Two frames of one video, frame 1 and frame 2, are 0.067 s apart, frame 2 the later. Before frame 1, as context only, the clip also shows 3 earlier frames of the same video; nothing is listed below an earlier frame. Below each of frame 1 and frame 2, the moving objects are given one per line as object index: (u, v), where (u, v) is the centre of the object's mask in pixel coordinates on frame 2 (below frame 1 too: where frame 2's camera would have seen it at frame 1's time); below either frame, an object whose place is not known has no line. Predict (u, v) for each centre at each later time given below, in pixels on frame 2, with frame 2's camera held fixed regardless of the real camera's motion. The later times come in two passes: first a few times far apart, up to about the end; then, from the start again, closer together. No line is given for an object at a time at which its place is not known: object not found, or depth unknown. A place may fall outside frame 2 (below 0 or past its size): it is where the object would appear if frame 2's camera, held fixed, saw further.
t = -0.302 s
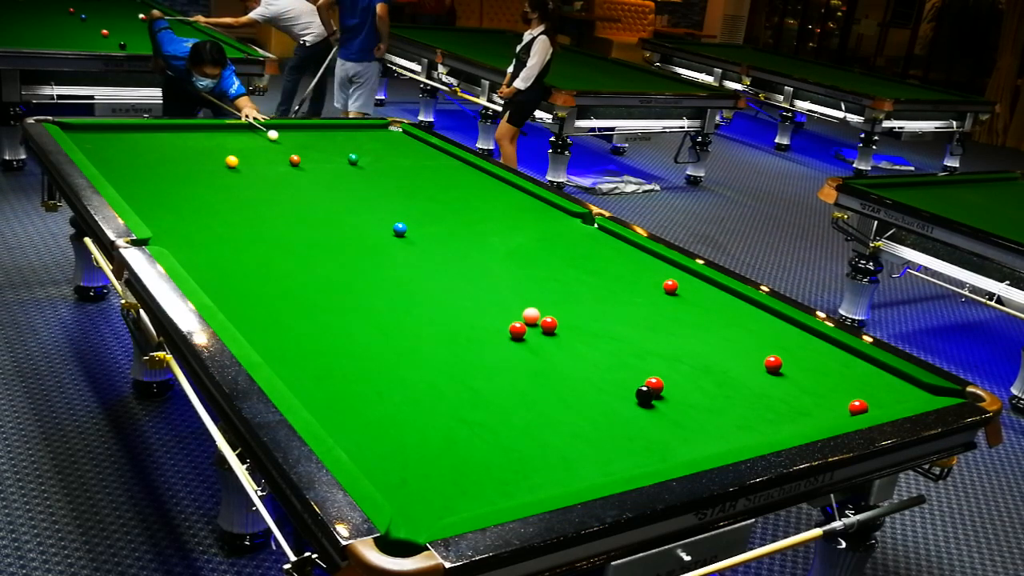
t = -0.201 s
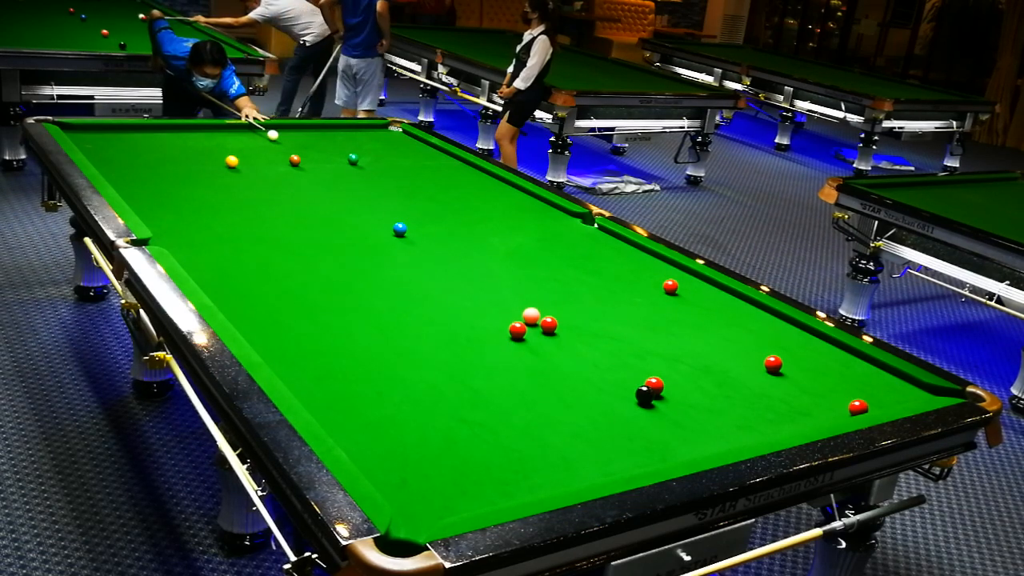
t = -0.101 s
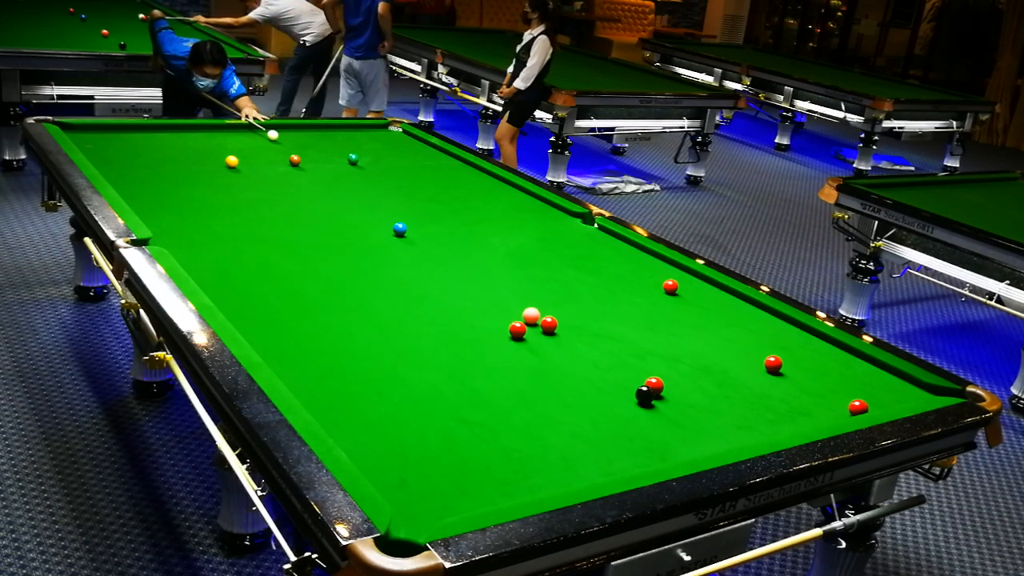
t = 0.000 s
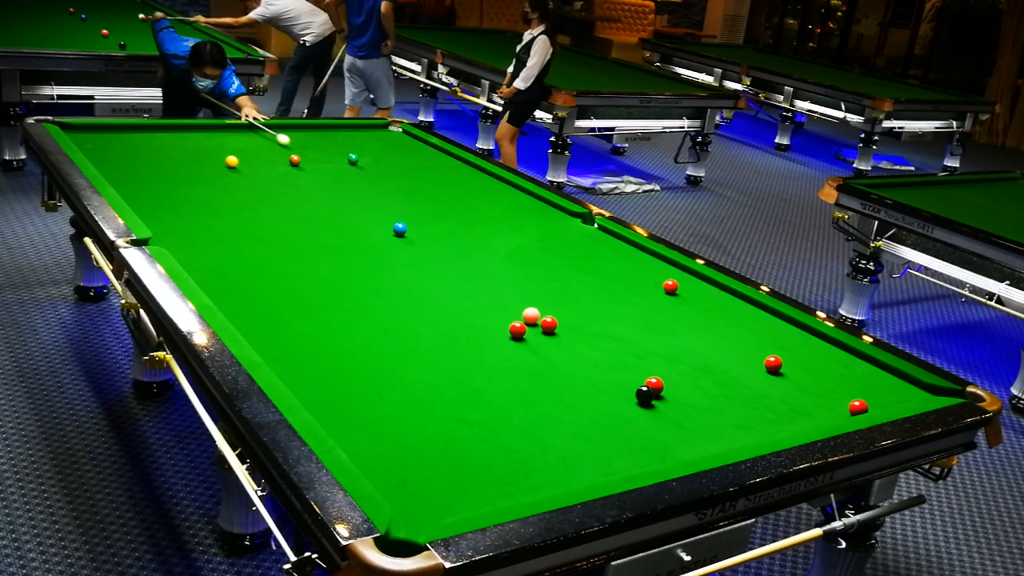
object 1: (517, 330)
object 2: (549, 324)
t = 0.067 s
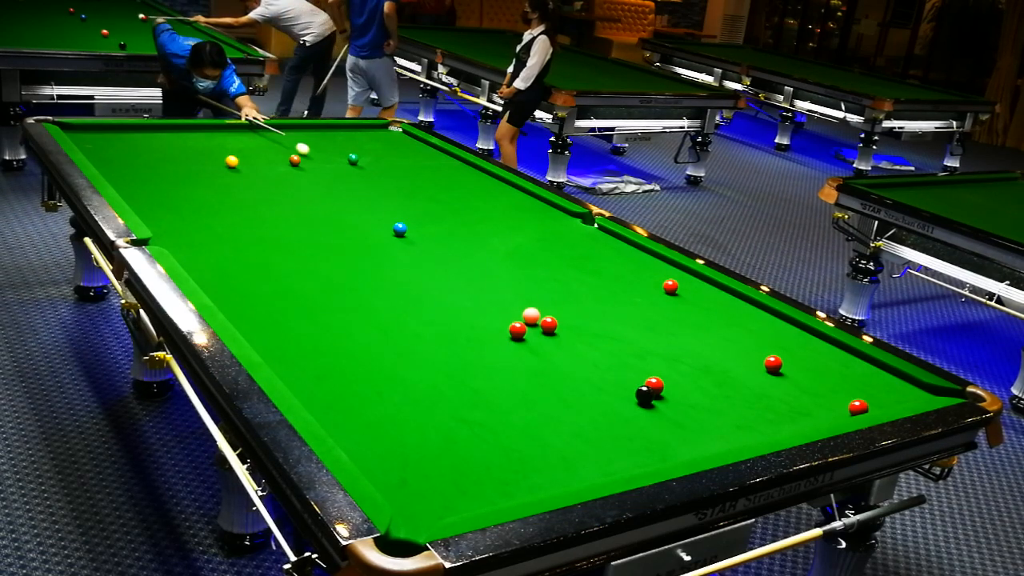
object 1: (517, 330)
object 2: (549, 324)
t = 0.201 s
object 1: (517, 330)
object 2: (549, 324)
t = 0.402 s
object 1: (517, 330)
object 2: (549, 324)
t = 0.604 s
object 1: (517, 330)
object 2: (549, 324)
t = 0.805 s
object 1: (517, 330)
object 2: (549, 324)
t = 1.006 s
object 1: (517, 330)
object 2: (549, 324)
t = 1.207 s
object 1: (517, 330)
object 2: (549, 324)
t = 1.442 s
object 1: (517, 330)
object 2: (549, 324)
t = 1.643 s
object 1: (517, 330)
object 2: (549, 324)
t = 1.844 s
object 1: (517, 330)
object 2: (549, 324)
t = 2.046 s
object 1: (517, 330)
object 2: (549, 324)
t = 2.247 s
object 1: (508, 331)
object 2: (547, 318)
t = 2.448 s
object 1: (483, 332)
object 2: (549, 312)
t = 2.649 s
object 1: (460, 334)
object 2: (551, 305)
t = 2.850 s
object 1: (438, 336)
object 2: (553, 300)
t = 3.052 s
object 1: (416, 338)
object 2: (555, 295)
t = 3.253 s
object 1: (395, 340)
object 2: (556, 291)
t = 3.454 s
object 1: (375, 341)
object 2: (557, 287)
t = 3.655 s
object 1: (357, 343)
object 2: (558, 283)
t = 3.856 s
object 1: (339, 344)
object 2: (559, 280)
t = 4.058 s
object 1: (323, 346)
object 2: (560, 278)
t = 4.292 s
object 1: (306, 347)
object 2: (561, 275)
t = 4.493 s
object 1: (293, 348)
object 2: (562, 274)
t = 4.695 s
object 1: (282, 350)
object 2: (563, 273)
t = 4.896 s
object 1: (272, 351)
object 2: (564, 272)
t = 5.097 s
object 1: (265, 350)
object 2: (565, 271)
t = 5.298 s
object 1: (265, 351)
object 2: (566, 271)
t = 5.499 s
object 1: (268, 351)
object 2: (566, 271)
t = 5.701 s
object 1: (269, 351)
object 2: (566, 271)
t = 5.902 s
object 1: (269, 351)
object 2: (566, 271)
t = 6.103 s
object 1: (269, 351)
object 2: (566, 271)
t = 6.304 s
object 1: (269, 351)
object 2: (566, 271)
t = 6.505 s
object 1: (269, 351)
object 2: (566, 271)
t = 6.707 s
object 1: (269, 351)
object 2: (566, 271)
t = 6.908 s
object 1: (269, 351)
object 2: (566, 271)
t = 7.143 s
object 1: (269, 351)
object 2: (566, 271)
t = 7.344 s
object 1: (269, 351)
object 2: (566, 271)
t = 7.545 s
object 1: (269, 351)
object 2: (566, 271)
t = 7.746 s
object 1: (269, 351)
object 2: (566, 271)
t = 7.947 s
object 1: (269, 351)
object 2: (566, 271)
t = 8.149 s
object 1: (269, 351)
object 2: (566, 271)
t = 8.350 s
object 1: (269, 351)
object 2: (566, 271)
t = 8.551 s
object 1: (269, 351)
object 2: (566, 271)
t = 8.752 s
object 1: (269, 351)
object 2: (566, 271)
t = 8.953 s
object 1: (269, 351)
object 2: (566, 271)
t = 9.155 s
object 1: (269, 351)
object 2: (566, 271)
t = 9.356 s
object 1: (269, 351)
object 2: (566, 271)
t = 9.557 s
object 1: (269, 351)
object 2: (566, 271)
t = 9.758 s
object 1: (269, 351)
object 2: (566, 271)
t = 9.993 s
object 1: (269, 351)
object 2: (566, 271)
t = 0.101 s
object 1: (517, 330)
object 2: (549, 324)
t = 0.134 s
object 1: (517, 330)
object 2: (549, 324)
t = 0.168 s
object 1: (517, 330)
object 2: (549, 324)
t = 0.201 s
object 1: (517, 330)
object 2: (549, 324)
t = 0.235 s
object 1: (517, 330)
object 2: (549, 324)
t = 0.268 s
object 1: (517, 330)
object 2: (549, 324)
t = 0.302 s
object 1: (517, 330)
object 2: (549, 324)
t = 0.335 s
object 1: (517, 330)
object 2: (549, 324)
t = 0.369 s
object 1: (517, 330)
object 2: (549, 324)
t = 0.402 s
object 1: (517, 330)
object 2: (549, 324)
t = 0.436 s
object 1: (517, 330)
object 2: (549, 324)
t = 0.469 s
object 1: (517, 330)
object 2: (549, 324)
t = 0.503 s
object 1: (517, 330)
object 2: (549, 324)
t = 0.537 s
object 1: (517, 330)
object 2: (549, 324)
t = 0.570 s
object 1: (517, 330)
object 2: (549, 324)
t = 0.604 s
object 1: (517, 330)
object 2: (549, 324)
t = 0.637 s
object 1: (517, 330)
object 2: (549, 324)
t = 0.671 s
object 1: (517, 330)
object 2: (549, 324)
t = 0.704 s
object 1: (517, 330)
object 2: (549, 324)
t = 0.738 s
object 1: (517, 330)
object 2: (549, 324)
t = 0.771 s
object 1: (517, 330)
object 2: (549, 324)
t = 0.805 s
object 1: (517, 330)
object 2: (549, 324)
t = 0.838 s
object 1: (517, 330)
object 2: (549, 324)
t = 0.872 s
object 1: (517, 330)
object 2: (549, 324)
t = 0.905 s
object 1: (517, 330)
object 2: (549, 324)
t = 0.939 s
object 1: (517, 330)
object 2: (549, 324)
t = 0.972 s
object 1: (517, 330)
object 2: (549, 324)
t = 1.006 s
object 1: (517, 330)
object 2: (549, 324)
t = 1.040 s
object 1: (517, 330)
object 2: (549, 324)
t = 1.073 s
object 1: (517, 330)
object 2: (549, 324)
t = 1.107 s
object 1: (517, 330)
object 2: (549, 324)
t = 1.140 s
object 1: (517, 330)
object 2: (549, 324)
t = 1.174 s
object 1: (517, 331)
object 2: (549, 324)
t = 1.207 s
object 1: (517, 330)
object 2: (549, 324)
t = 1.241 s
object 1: (517, 330)
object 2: (549, 324)
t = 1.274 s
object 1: (517, 330)
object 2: (549, 324)
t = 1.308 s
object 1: (517, 330)
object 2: (549, 324)
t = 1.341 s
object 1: (517, 330)
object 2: (549, 324)
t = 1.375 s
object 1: (517, 330)
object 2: (549, 324)
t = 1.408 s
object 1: (517, 330)
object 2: (549, 324)
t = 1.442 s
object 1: (517, 330)
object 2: (549, 324)
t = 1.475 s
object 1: (517, 330)
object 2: (549, 324)
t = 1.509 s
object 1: (517, 330)
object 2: (549, 324)
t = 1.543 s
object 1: (517, 330)
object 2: (549, 324)
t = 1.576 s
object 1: (517, 330)
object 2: (549, 324)
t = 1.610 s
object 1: (517, 330)
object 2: (549, 324)
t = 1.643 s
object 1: (517, 330)
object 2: (549, 324)
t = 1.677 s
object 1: (517, 330)
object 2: (549, 324)
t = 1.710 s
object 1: (517, 330)
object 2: (549, 324)
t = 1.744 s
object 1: (517, 330)
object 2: (549, 324)
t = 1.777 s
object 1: (517, 330)
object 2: (549, 324)
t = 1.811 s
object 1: (517, 330)
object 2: (549, 324)
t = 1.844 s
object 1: (517, 330)
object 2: (549, 324)
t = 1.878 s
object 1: (517, 330)
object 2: (549, 324)
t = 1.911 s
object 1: (517, 330)
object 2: (549, 324)
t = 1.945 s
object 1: (517, 330)
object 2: (549, 324)
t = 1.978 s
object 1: (517, 330)
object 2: (549, 324)
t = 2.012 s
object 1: (517, 330)
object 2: (549, 324)
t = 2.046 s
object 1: (517, 330)
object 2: (549, 324)
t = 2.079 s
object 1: (517, 330)
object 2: (549, 324)
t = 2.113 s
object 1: (517, 330)
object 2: (548, 321)
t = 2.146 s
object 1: (517, 330)
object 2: (550, 320)
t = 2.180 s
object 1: (517, 330)
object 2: (549, 321)
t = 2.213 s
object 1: (513, 331)
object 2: (548, 320)
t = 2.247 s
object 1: (508, 331)
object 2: (547, 318)
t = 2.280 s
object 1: (503, 331)
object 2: (548, 317)
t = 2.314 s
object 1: (499, 331)
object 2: (548, 316)
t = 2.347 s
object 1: (495, 332)
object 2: (548, 315)
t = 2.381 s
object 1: (491, 332)
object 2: (549, 314)
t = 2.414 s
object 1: (487, 332)
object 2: (549, 313)
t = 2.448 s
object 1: (483, 332)
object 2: (549, 312)
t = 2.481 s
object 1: (479, 333)
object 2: (550, 311)
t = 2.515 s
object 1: (476, 334)
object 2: (550, 310)
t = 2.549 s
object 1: (472, 334)
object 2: (550, 309)
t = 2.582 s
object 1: (468, 334)
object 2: (551, 308)
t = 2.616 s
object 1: (464, 334)
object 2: (551, 306)
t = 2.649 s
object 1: (460, 334)
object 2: (551, 305)
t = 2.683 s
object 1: (456, 335)
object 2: (552, 305)
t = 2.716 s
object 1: (452, 335)
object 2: (552, 304)
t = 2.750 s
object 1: (449, 335)
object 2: (552, 302)
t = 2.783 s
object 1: (445, 335)
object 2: (552, 302)
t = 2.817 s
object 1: (441, 335)
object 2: (553, 301)
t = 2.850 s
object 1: (438, 336)
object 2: (553, 300)
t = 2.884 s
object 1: (434, 336)
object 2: (553, 299)
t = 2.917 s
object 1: (430, 337)
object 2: (553, 298)
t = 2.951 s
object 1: (426, 337)
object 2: (554, 297)
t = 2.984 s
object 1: (423, 337)
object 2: (554, 297)
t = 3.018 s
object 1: (419, 337)
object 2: (554, 296)
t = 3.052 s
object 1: (416, 338)
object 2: (555, 295)
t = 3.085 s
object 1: (412, 338)
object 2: (555, 294)
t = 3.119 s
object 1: (409, 339)
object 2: (555, 293)
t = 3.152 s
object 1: (405, 339)
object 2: (555, 293)
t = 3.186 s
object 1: (402, 339)
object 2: (556, 292)
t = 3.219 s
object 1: (398, 339)
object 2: (556, 291)
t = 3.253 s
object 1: (395, 340)
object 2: (556, 291)
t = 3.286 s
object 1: (391, 340)
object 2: (556, 290)
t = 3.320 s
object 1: (388, 340)
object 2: (556, 289)
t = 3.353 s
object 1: (385, 340)
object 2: (556, 289)
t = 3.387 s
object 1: (382, 341)
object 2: (557, 288)
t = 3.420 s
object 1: (378, 341)
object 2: (557, 287)
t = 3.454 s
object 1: (375, 341)
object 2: (557, 287)
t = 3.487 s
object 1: (372, 342)
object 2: (557, 286)
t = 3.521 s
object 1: (369, 342)
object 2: (557, 286)
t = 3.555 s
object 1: (366, 342)
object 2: (558, 285)
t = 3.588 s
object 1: (363, 342)
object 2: (558, 284)
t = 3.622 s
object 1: (360, 343)
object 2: (558, 284)
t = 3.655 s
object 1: (357, 343)
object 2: (558, 283)
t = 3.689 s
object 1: (354, 343)
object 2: (558, 283)
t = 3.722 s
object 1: (351, 344)
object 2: (558, 282)
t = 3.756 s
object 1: (348, 344)
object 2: (558, 282)
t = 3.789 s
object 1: (345, 344)
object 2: (559, 281)
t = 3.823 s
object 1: (342, 344)
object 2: (559, 281)
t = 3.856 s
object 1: (339, 344)
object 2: (559, 280)
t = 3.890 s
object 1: (336, 345)
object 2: (559, 280)
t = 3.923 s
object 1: (334, 346)
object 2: (559, 279)
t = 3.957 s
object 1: (331, 346)
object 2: (559, 279)
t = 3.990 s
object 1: (329, 346)
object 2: (560, 279)
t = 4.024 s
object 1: (326, 346)
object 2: (560, 278)
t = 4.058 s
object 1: (323, 346)
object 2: (560, 278)
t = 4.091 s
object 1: (321, 346)
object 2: (560, 277)
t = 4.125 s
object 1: (318, 346)
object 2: (560, 277)
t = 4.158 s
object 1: (316, 347)
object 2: (560, 277)
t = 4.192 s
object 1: (313, 347)
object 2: (560, 276)
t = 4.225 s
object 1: (311, 347)
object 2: (561, 276)
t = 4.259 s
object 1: (308, 347)
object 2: (561, 276)
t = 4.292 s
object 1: (306, 347)
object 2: (561, 275)
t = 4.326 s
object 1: (304, 347)
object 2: (561, 275)
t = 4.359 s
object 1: (301, 348)
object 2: (561, 275)
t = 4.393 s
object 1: (299, 348)
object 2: (562, 274)
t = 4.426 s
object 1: (297, 348)
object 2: (562, 274)
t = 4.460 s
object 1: (295, 348)
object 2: (562, 274)
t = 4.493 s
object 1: (293, 348)
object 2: (562, 274)
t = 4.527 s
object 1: (291, 349)
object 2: (562, 274)
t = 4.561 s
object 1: (289, 349)
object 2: (562, 273)
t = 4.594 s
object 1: (287, 349)
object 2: (563, 273)
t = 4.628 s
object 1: (285, 349)
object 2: (563, 273)
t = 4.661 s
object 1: (283, 350)
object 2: (563, 273)
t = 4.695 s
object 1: (282, 350)
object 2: (563, 273)
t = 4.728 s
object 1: (280, 350)
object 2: (564, 272)
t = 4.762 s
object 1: (278, 350)
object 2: (564, 272)
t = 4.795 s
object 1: (276, 350)
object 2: (564, 272)
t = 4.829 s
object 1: (275, 351)
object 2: (564, 272)
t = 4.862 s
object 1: (273, 351)
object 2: (564, 272)
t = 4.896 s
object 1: (272, 351)
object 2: (564, 272)
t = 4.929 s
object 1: (270, 351)
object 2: (564, 272)
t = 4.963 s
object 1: (269, 351)
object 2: (564, 271)
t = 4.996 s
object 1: (268, 351)
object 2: (565, 271)
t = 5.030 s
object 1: (266, 351)
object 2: (565, 271)
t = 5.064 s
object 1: (266, 351)
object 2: (565, 271)
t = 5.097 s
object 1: (265, 350)
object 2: (565, 271)
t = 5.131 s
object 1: (263, 350)
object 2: (565, 271)
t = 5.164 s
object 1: (263, 350)
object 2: (566, 271)
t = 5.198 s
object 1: (264, 350)
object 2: (566, 271)
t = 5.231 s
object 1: (264, 350)
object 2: (566, 271)
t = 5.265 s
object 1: (265, 351)
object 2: (566, 271)
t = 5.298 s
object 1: (265, 351)
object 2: (566, 271)
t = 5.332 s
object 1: (266, 351)
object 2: (566, 271)
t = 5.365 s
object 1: (266, 351)
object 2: (566, 271)
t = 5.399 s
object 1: (266, 351)
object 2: (566, 271)
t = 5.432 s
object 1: (267, 351)
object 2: (566, 271)
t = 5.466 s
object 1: (267, 351)
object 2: (566, 271)
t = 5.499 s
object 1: (268, 351)
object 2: (566, 271)
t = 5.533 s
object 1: (268, 351)
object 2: (566, 271)
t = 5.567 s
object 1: (268, 351)
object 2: (566, 271)
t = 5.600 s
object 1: (268, 351)
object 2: (566, 271)
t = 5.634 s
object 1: (269, 351)
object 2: (566, 271)
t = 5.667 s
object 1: (269, 351)
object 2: (566, 271)
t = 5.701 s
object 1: (269, 351)
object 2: (566, 271)
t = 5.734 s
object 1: (269, 351)
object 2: (566, 271)
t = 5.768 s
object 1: (269, 351)
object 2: (566, 271)
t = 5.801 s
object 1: (269, 351)
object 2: (566, 271)
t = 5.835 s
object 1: (269, 351)
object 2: (566, 271)
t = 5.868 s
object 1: (269, 351)
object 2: (566, 271)
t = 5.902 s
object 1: (269, 351)
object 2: (566, 271)
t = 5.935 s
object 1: (269, 351)
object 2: (566, 271)
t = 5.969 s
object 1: (269, 351)
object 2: (566, 271)
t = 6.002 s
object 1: (269, 351)
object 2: (566, 271)
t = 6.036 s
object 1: (269, 351)
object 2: (566, 271)
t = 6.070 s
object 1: (269, 351)
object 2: (566, 271)
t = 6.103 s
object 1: (269, 351)
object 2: (566, 271)
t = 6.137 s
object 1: (269, 351)
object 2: (566, 271)
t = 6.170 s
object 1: (269, 351)
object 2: (566, 271)
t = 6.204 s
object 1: (269, 351)
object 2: (566, 271)
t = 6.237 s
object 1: (269, 351)
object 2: (566, 271)
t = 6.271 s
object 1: (269, 351)
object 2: (566, 271)
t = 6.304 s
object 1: (269, 351)
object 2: (566, 271)
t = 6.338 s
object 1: (269, 351)
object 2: (566, 271)
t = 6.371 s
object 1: (269, 351)
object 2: (566, 271)
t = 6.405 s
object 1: (269, 351)
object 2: (566, 271)
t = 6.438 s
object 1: (269, 351)
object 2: (566, 271)
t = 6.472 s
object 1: (269, 351)
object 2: (566, 271)
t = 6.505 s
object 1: (269, 351)
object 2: (566, 271)
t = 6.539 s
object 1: (269, 351)
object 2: (566, 271)
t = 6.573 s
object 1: (269, 351)
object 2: (566, 271)
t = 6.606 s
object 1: (269, 351)
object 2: (566, 271)
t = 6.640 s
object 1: (269, 351)
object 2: (566, 271)
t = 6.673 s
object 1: (269, 351)
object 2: (566, 271)
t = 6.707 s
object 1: (269, 351)
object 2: (566, 271)
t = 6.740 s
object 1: (269, 351)
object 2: (566, 271)
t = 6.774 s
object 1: (269, 351)
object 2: (566, 271)
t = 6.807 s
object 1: (269, 351)
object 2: (566, 271)
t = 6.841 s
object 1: (269, 351)
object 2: (566, 271)
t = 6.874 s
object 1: (269, 351)
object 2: (566, 271)
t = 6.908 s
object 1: (269, 351)
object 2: (566, 271)
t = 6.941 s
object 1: (269, 351)
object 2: (566, 271)
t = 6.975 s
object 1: (269, 351)
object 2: (566, 271)
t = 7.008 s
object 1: (269, 351)
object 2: (566, 271)
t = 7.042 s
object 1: (269, 351)
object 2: (566, 271)
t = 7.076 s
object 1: (269, 351)
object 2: (566, 271)
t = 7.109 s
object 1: (269, 351)
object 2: (566, 271)
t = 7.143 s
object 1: (269, 351)
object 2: (566, 271)
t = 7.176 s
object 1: (269, 351)
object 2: (566, 271)
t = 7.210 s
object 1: (269, 351)
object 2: (566, 271)
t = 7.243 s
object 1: (269, 351)
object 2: (566, 271)
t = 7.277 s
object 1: (269, 351)
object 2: (566, 271)
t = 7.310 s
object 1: (269, 351)
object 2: (566, 271)
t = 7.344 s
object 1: (269, 351)
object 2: (566, 271)
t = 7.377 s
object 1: (269, 351)
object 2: (566, 271)
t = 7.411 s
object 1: (269, 351)
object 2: (566, 271)
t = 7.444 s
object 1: (269, 351)
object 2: (566, 271)
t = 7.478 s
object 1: (269, 351)
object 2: (566, 271)
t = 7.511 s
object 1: (269, 351)
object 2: (566, 271)
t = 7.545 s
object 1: (269, 351)
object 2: (566, 271)
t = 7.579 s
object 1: (269, 351)
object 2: (566, 271)
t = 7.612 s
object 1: (269, 351)
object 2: (566, 271)
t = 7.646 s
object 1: (269, 351)
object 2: (566, 271)
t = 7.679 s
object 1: (269, 351)
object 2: (566, 271)
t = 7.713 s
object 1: (269, 351)
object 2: (566, 271)
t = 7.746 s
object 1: (269, 351)
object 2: (566, 271)
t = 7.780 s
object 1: (269, 351)
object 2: (566, 271)
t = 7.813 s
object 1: (269, 351)
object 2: (566, 271)
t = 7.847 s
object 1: (269, 351)
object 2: (566, 271)
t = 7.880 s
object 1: (269, 351)
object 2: (566, 271)
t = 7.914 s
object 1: (269, 351)
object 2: (566, 271)
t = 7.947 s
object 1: (269, 351)
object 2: (566, 271)
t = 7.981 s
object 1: (269, 351)
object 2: (566, 271)
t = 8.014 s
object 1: (269, 351)
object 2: (566, 271)
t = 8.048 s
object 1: (269, 351)
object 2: (566, 271)
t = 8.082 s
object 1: (269, 351)
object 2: (566, 271)
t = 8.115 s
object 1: (269, 351)
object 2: (566, 271)
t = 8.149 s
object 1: (269, 351)
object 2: (566, 271)
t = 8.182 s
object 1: (269, 351)
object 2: (566, 271)
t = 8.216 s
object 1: (269, 351)
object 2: (566, 271)
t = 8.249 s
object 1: (269, 351)
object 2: (566, 271)
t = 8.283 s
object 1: (269, 351)
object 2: (566, 271)
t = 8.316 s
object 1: (269, 351)
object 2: (566, 271)
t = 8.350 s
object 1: (269, 351)
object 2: (566, 271)
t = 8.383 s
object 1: (269, 351)
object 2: (566, 271)
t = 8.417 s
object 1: (269, 351)
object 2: (566, 271)
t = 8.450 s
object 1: (269, 351)
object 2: (566, 271)
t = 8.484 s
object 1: (269, 351)
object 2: (566, 271)
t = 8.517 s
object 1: (269, 351)
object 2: (566, 271)
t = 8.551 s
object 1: (269, 351)
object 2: (566, 271)
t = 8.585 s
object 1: (269, 351)
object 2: (566, 271)
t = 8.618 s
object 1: (269, 351)
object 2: (566, 271)
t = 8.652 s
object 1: (269, 351)
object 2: (566, 271)
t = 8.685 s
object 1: (269, 351)
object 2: (566, 271)
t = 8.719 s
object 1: (269, 351)
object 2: (566, 271)
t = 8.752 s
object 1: (269, 351)
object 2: (566, 271)
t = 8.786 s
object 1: (269, 351)
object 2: (566, 271)
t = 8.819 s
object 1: (269, 351)
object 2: (566, 271)
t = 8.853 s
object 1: (269, 351)
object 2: (566, 271)
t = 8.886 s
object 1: (269, 351)
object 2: (566, 271)
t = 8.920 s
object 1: (269, 351)
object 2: (566, 271)
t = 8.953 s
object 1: (269, 351)
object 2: (566, 271)
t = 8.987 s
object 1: (269, 351)
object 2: (566, 271)
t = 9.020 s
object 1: (269, 351)
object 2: (566, 271)
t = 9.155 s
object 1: (269, 351)
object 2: (566, 271)
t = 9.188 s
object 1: (269, 351)
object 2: (566, 271)
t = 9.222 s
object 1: (269, 351)
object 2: (566, 271)
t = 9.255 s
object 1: (269, 351)
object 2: (566, 271)
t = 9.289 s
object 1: (269, 351)
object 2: (566, 271)
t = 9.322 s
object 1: (269, 351)
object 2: (566, 271)
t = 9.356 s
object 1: (269, 351)
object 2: (566, 271)
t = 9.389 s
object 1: (269, 351)
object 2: (566, 271)
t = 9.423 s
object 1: (269, 351)
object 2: (566, 271)
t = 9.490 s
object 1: (269, 351)
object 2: (566, 271)
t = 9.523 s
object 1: (269, 351)
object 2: (566, 271)
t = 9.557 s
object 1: (269, 351)
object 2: (566, 271)
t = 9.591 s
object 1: (269, 351)
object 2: (566, 271)
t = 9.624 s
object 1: (269, 351)
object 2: (566, 271)
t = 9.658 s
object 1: (269, 351)
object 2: (566, 271)
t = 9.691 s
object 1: (269, 351)
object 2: (566, 271)
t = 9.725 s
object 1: (269, 351)
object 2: (566, 271)
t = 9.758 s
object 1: (269, 351)
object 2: (566, 271)
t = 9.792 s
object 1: (269, 351)
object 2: (566, 271)
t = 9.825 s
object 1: (269, 351)
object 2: (566, 271)
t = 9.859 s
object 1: (269, 351)
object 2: (566, 271)
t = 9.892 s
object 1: (269, 351)
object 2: (566, 271)
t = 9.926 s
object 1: (269, 351)
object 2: (566, 271)
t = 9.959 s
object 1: (269, 351)
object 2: (566, 271)
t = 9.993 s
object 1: (269, 351)
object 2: (566, 271)
